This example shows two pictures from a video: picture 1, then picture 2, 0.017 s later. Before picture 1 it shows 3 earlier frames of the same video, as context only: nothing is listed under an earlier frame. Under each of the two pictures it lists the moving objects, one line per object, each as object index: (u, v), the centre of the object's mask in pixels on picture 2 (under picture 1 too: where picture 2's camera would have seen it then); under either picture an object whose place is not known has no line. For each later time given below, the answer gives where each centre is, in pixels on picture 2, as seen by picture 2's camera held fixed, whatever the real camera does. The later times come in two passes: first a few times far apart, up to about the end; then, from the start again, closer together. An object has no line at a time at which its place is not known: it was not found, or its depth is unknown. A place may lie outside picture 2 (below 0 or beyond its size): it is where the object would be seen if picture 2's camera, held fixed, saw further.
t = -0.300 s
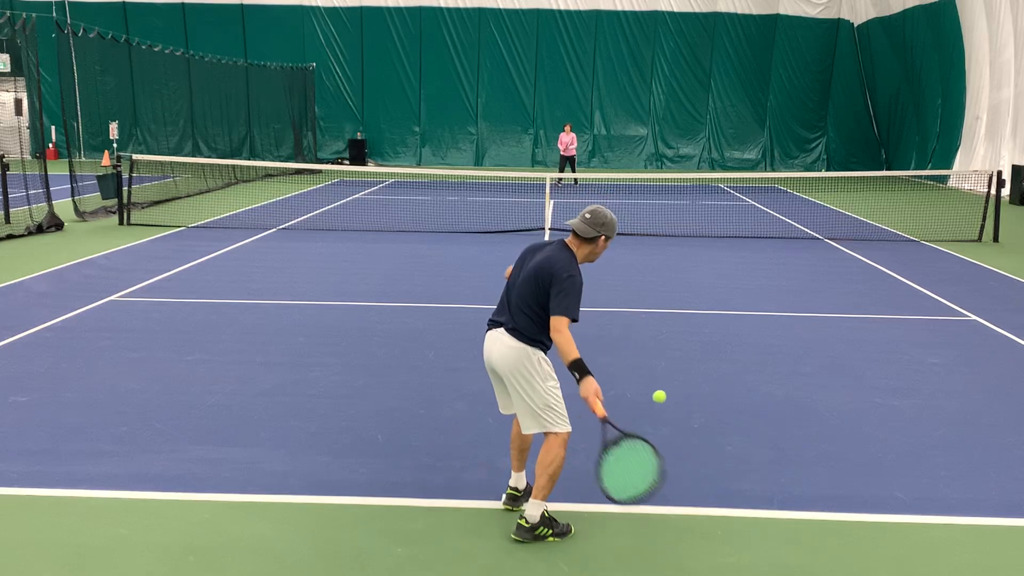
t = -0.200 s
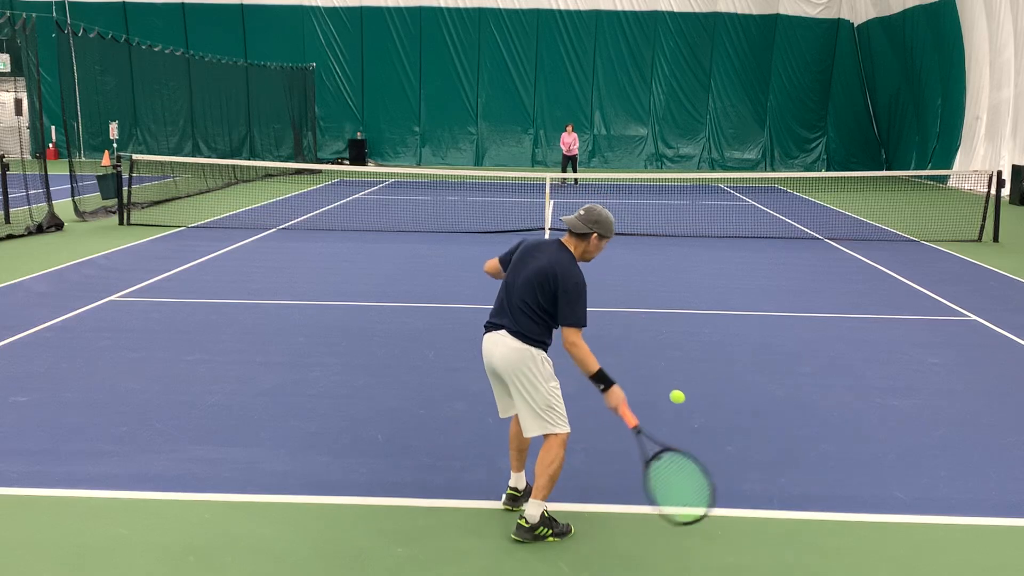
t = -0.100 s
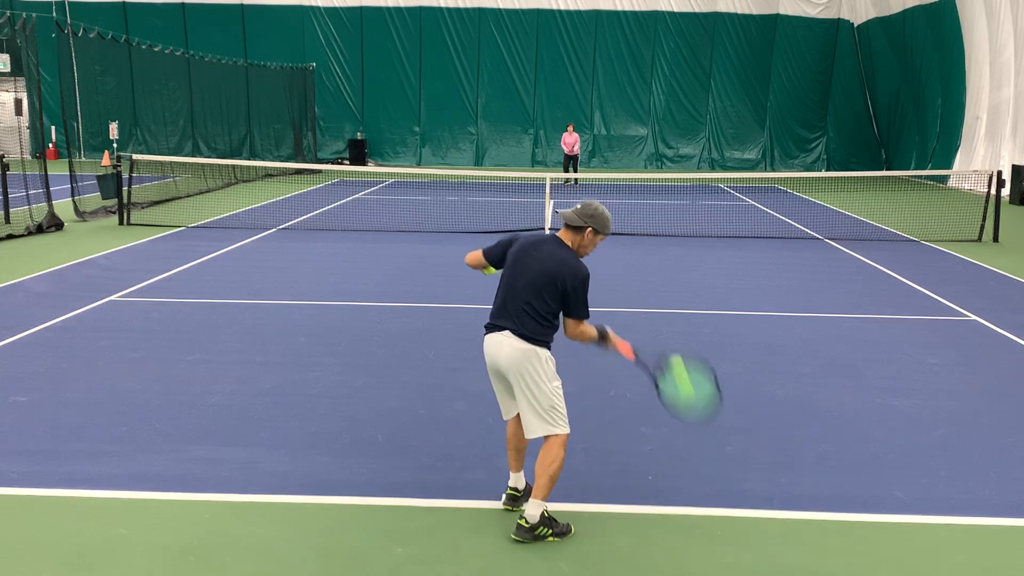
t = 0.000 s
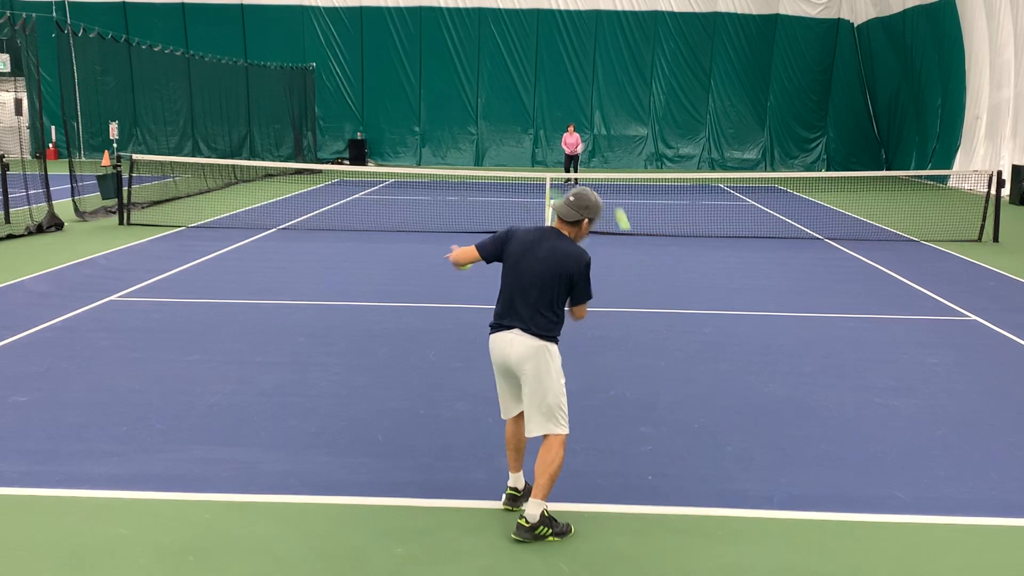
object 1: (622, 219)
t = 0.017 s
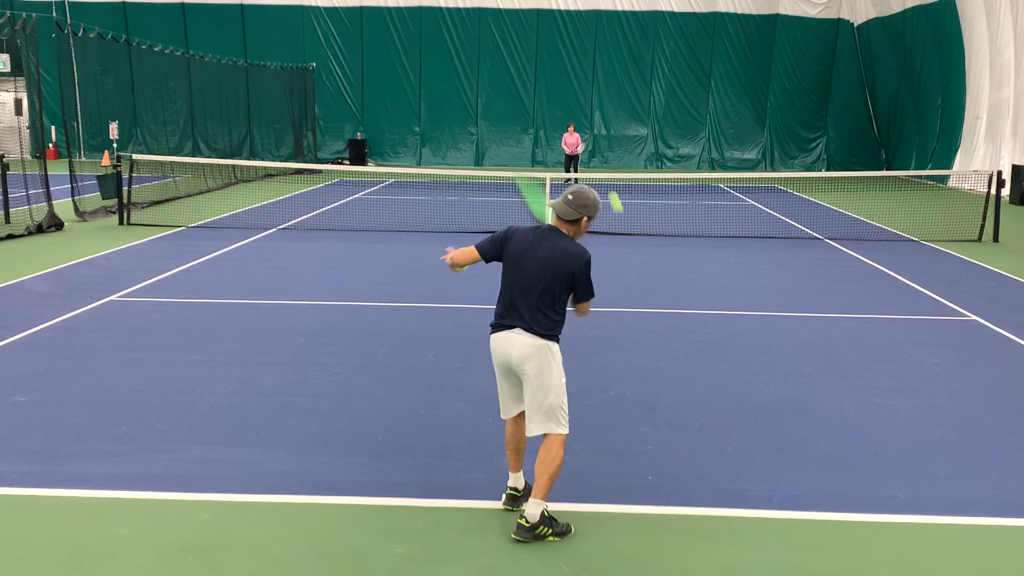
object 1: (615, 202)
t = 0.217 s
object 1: (564, 91)
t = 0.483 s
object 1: (534, 65)
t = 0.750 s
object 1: (520, 91)
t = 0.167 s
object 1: (573, 107)
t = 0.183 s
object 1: (570, 101)
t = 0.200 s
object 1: (567, 95)
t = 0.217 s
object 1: (564, 91)
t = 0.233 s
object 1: (561, 86)
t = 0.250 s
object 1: (559, 83)
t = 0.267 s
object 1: (556, 79)
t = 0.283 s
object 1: (554, 76)
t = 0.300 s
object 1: (552, 74)
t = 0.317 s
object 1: (550, 71)
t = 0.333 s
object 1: (548, 70)
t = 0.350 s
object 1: (546, 68)
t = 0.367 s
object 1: (544, 67)
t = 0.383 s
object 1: (543, 66)
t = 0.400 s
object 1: (541, 65)
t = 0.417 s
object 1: (539, 65)
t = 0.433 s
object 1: (538, 64)
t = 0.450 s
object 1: (536, 64)
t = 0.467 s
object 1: (535, 65)
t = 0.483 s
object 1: (534, 65)
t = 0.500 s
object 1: (533, 65)
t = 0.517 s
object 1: (532, 66)
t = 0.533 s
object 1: (530, 67)
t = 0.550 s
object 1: (529, 68)
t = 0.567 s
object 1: (528, 69)
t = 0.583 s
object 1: (527, 71)
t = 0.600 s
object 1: (526, 72)
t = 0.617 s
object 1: (525, 74)
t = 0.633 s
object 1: (524, 76)
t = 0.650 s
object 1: (524, 78)
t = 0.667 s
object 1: (523, 80)
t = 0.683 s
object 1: (522, 82)
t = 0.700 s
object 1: (521, 84)
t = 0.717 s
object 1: (521, 86)
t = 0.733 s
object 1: (520, 89)
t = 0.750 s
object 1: (520, 91)
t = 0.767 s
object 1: (519, 94)
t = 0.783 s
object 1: (519, 96)
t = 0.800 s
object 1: (518, 99)
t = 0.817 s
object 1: (517, 102)
